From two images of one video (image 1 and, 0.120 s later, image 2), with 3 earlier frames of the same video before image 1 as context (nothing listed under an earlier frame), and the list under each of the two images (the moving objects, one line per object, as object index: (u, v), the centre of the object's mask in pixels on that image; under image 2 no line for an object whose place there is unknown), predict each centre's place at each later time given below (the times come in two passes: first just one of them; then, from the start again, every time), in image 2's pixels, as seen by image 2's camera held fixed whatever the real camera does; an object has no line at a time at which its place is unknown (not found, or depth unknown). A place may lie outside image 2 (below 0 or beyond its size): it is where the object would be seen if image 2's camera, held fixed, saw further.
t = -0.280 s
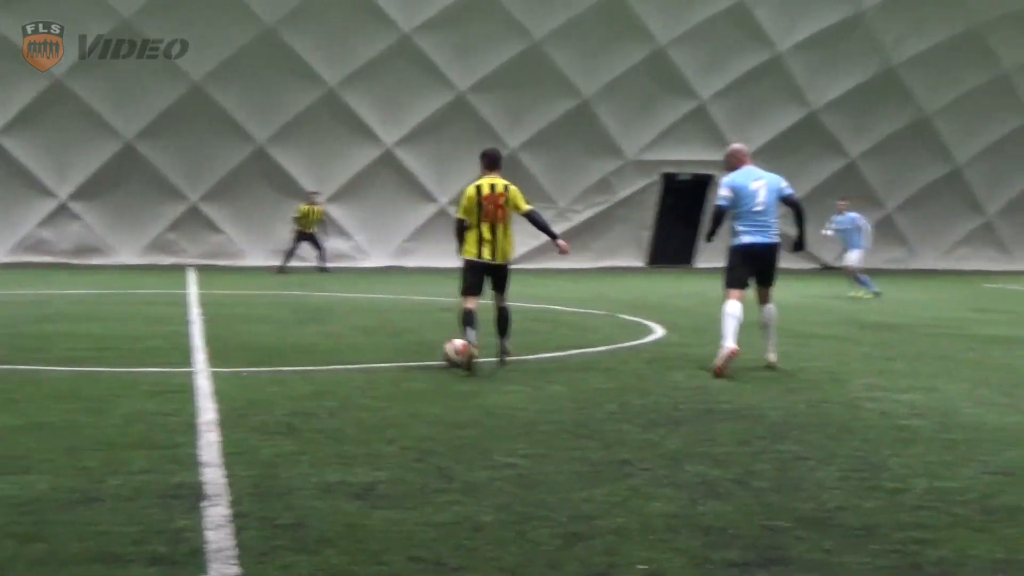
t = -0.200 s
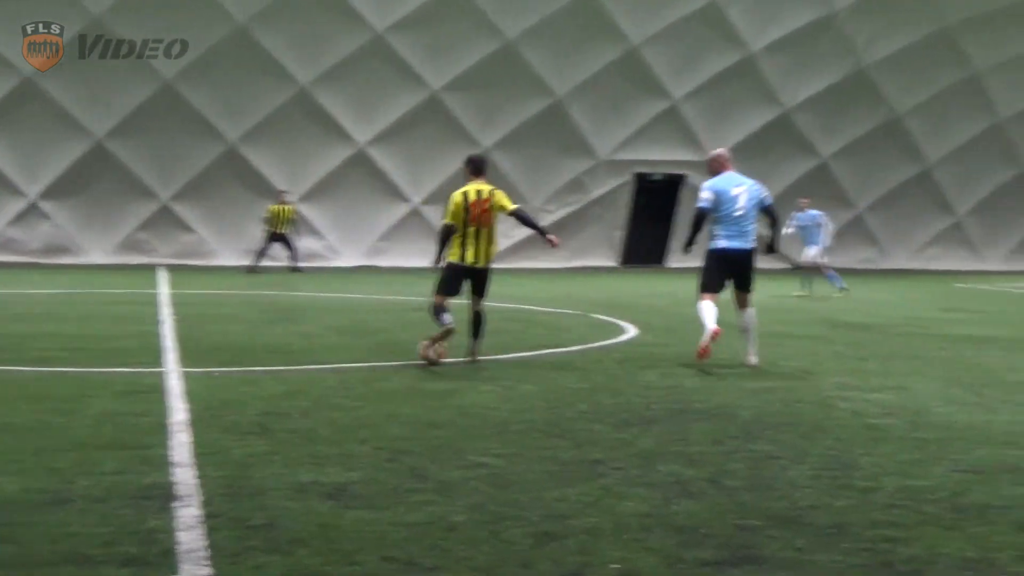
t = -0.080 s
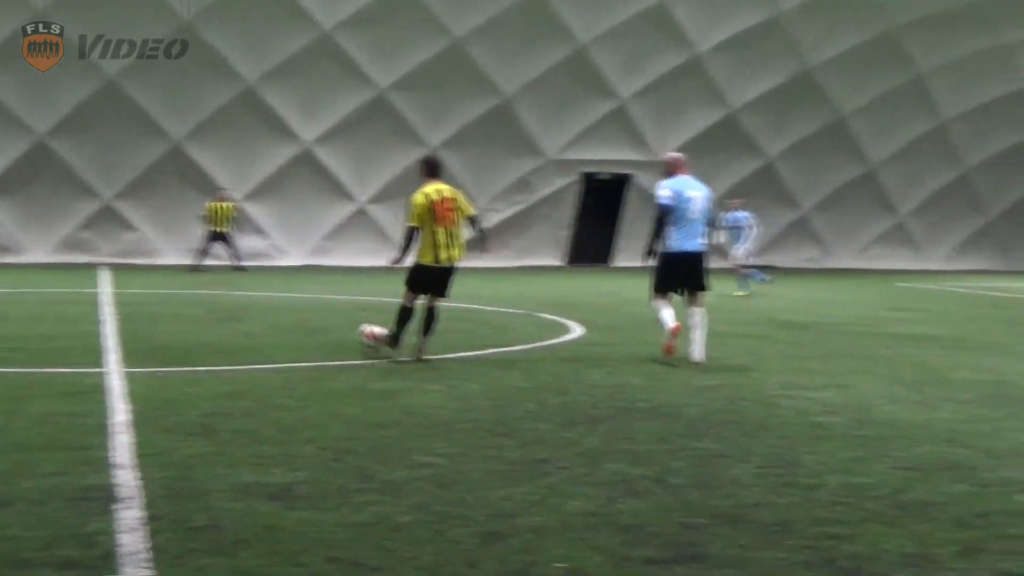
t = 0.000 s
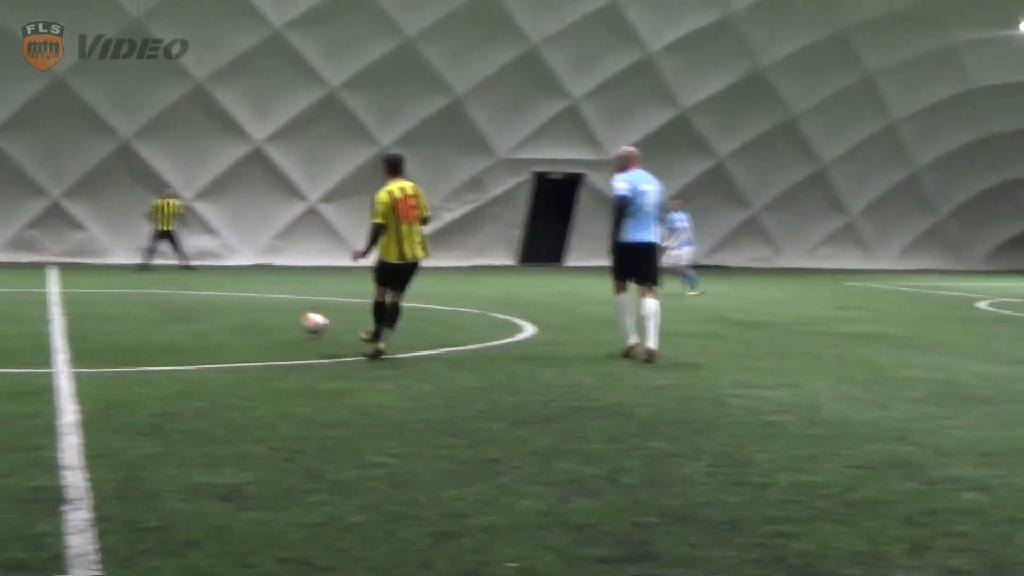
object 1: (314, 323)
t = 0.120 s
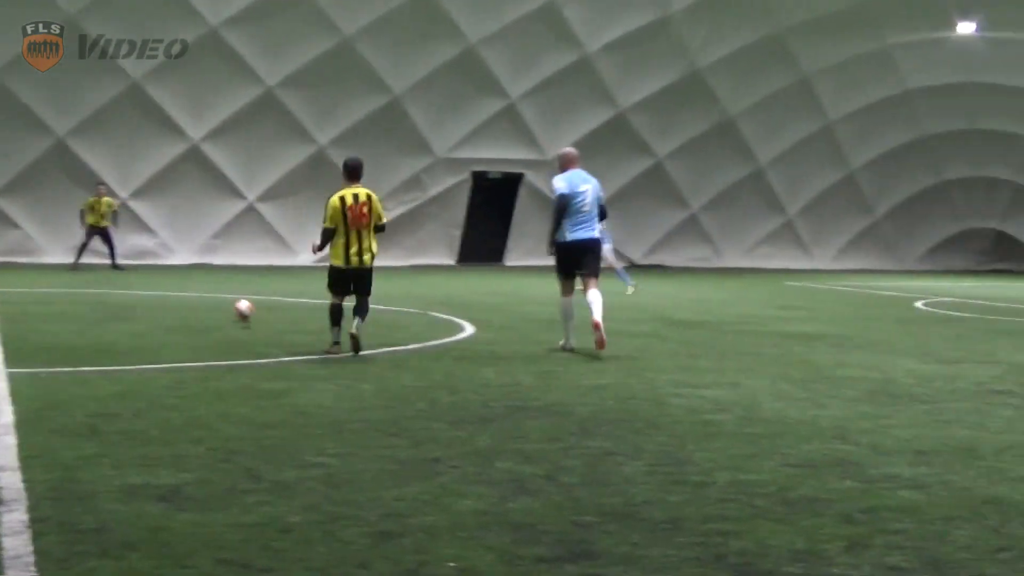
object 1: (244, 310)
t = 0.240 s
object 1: (215, 299)
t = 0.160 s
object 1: (234, 305)
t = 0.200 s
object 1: (222, 302)
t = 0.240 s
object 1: (215, 299)
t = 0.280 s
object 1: (222, 297)
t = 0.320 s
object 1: (230, 292)
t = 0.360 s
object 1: (234, 291)
